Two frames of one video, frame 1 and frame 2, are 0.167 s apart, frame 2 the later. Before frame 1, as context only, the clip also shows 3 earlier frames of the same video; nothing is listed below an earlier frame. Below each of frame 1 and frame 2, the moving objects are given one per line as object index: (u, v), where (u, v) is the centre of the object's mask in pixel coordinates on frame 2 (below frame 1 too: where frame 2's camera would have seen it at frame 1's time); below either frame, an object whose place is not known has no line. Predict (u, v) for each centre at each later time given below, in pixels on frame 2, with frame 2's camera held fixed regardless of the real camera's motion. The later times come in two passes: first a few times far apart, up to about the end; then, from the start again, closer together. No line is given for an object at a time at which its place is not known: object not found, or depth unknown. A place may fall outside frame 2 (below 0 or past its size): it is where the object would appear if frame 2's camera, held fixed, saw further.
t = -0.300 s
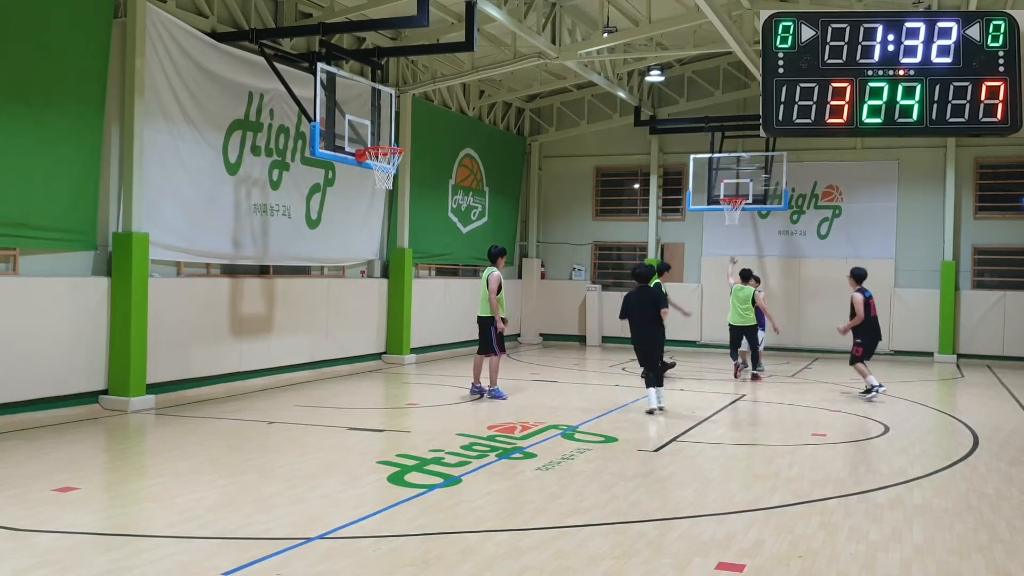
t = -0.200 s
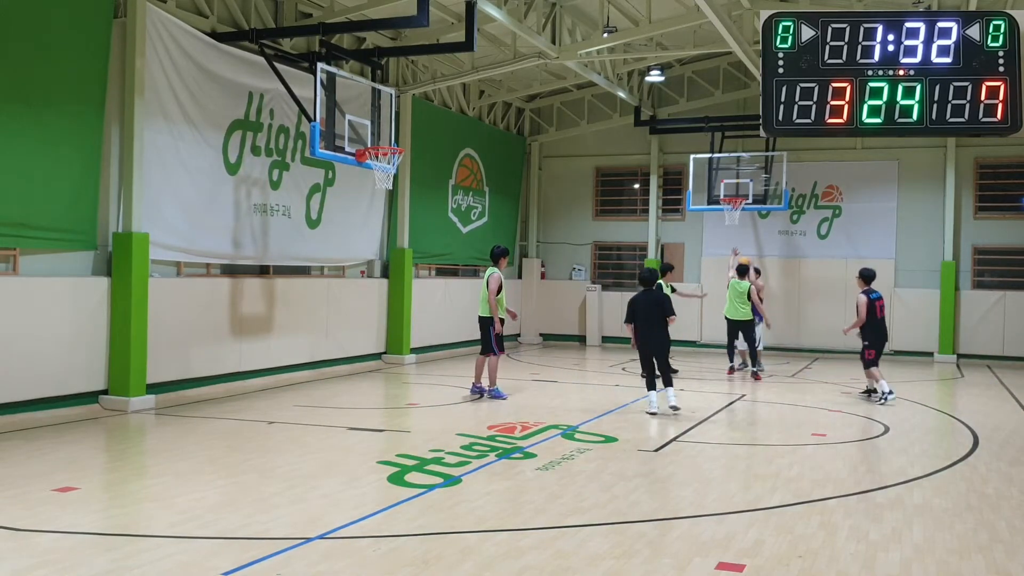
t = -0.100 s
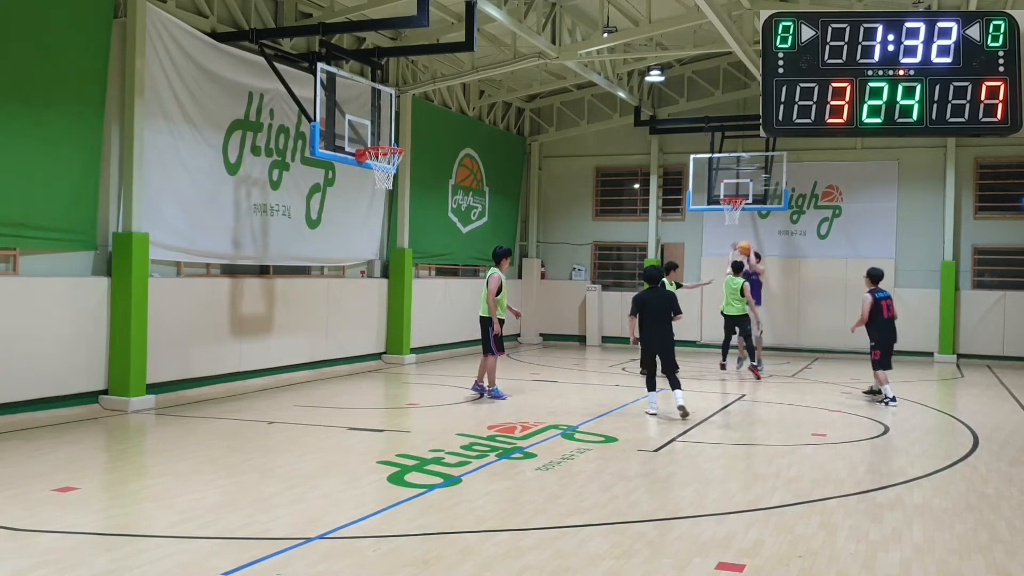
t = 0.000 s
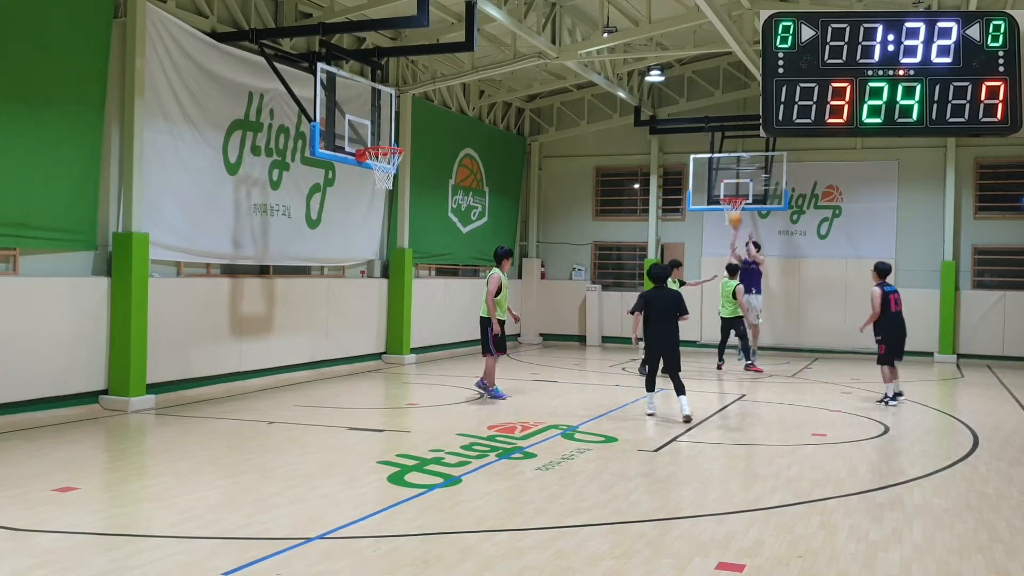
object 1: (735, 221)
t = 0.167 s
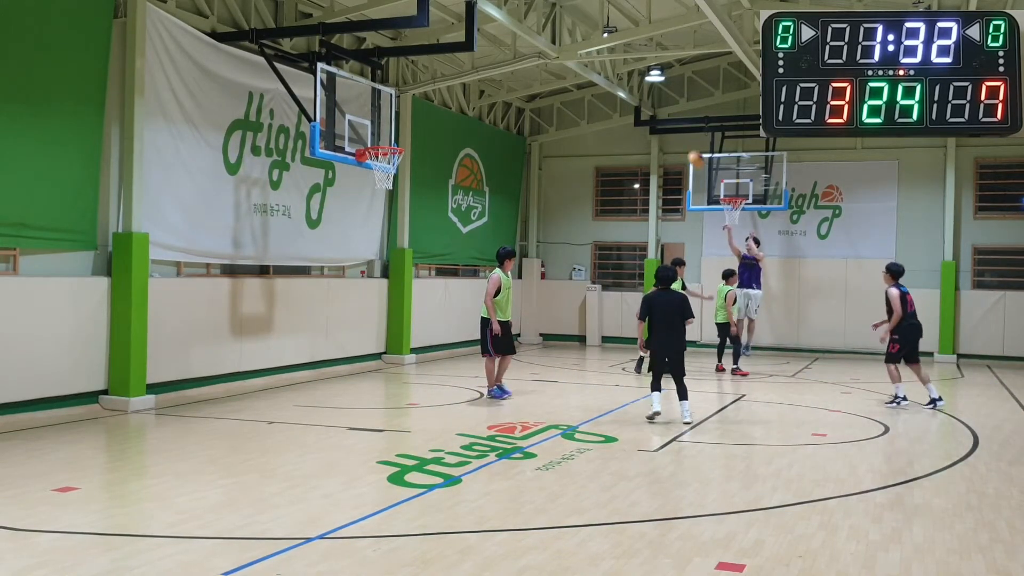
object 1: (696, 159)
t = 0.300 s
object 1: (662, 120)
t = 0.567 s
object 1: (591, 69)
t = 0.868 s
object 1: (498, 63)
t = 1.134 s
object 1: (400, 117)
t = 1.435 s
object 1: (311, 140)
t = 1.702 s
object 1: (225, 206)
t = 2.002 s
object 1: (112, 381)
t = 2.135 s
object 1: (59, 372)
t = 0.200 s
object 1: (687, 148)
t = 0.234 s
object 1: (680, 138)
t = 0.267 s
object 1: (671, 129)
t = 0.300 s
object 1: (662, 120)
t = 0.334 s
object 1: (655, 111)
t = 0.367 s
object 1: (646, 105)
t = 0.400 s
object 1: (637, 97)
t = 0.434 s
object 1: (629, 91)
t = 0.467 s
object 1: (620, 85)
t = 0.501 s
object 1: (609, 79)
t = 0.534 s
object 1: (602, 75)
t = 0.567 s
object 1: (591, 69)
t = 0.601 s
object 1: (581, 66)
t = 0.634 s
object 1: (571, 63)
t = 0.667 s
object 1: (561, 61)
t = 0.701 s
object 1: (551, 59)
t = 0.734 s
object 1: (541, 58)
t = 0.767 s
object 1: (530, 58)
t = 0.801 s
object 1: (520, 59)
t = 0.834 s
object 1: (509, 60)
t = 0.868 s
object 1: (498, 63)
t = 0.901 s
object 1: (487, 66)
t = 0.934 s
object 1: (476, 71)
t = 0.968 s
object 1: (464, 77)
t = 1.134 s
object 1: (400, 117)
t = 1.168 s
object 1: (385, 128)
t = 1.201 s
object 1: (374, 138)
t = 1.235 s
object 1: (366, 136)
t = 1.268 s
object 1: (358, 135)
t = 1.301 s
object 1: (349, 133)
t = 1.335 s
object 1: (338, 134)
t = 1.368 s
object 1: (329, 135)
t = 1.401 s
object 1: (319, 137)
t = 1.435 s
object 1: (311, 140)
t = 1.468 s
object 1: (301, 144)
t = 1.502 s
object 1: (291, 149)
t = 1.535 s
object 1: (280, 156)
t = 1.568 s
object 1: (269, 162)
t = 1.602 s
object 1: (258, 172)
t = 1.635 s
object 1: (247, 182)
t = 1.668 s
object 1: (236, 193)
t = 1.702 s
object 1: (225, 206)
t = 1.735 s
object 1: (213, 219)
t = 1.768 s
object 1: (200, 234)
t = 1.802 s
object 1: (189, 250)
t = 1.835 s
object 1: (177, 269)
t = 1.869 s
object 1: (165, 288)
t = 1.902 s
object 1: (152, 310)
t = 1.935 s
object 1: (138, 332)
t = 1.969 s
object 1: (125, 356)
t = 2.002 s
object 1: (112, 381)
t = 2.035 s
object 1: (98, 411)
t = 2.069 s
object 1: (85, 408)
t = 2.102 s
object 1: (73, 389)
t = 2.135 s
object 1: (59, 372)
